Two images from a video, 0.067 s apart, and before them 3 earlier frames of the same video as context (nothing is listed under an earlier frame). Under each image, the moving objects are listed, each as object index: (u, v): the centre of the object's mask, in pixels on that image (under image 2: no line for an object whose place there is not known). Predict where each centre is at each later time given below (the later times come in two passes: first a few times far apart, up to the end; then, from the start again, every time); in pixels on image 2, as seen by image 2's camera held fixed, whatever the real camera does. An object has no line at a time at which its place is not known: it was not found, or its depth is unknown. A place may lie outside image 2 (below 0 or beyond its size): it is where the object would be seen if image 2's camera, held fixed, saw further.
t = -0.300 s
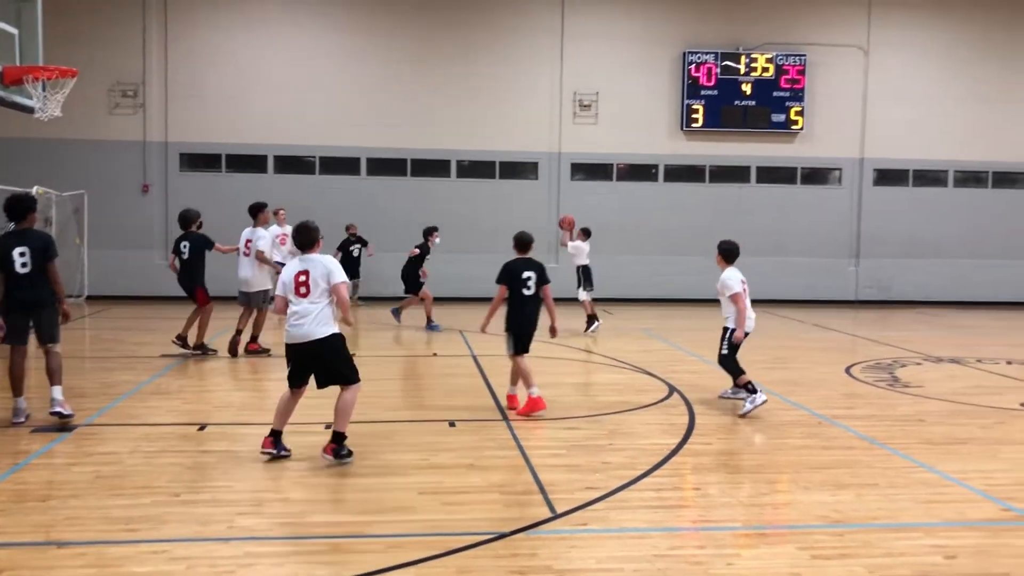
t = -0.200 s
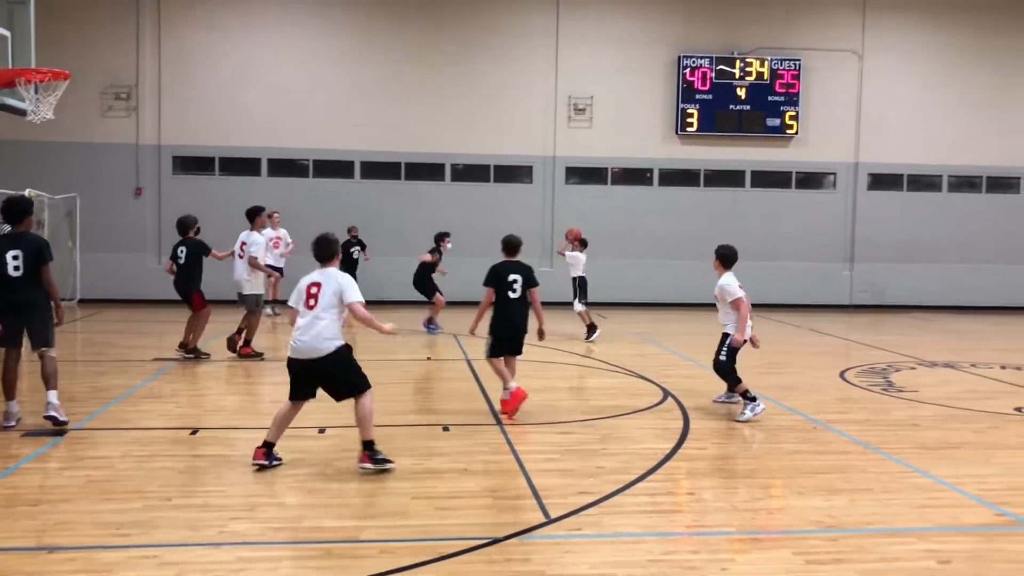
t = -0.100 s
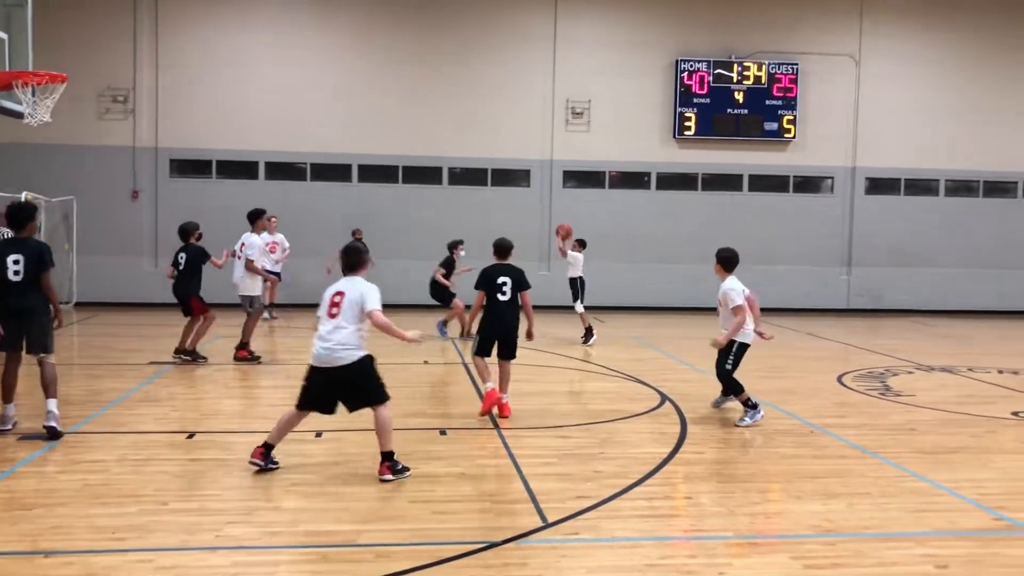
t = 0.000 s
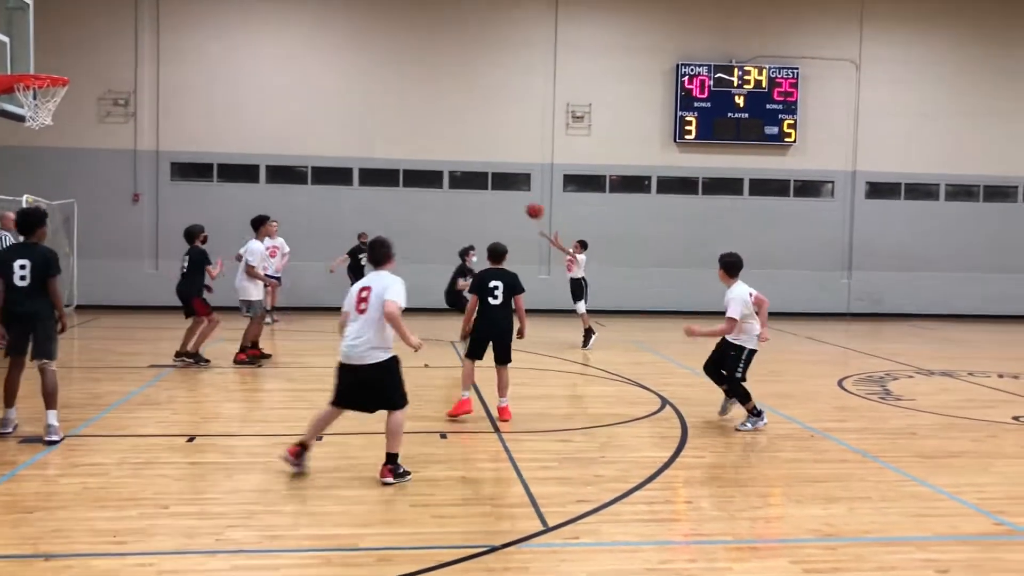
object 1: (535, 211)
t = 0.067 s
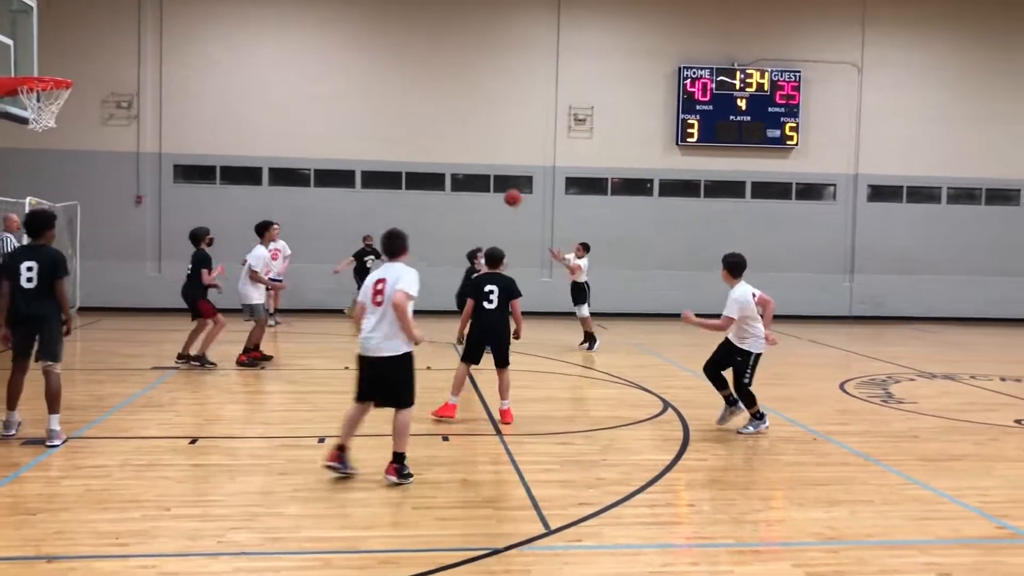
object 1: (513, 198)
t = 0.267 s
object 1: (439, 170)
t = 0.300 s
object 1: (426, 169)
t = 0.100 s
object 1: (501, 191)
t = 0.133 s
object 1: (489, 186)
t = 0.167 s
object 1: (477, 182)
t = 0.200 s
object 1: (464, 177)
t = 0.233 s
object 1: (451, 173)
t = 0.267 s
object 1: (439, 170)
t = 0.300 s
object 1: (426, 169)
